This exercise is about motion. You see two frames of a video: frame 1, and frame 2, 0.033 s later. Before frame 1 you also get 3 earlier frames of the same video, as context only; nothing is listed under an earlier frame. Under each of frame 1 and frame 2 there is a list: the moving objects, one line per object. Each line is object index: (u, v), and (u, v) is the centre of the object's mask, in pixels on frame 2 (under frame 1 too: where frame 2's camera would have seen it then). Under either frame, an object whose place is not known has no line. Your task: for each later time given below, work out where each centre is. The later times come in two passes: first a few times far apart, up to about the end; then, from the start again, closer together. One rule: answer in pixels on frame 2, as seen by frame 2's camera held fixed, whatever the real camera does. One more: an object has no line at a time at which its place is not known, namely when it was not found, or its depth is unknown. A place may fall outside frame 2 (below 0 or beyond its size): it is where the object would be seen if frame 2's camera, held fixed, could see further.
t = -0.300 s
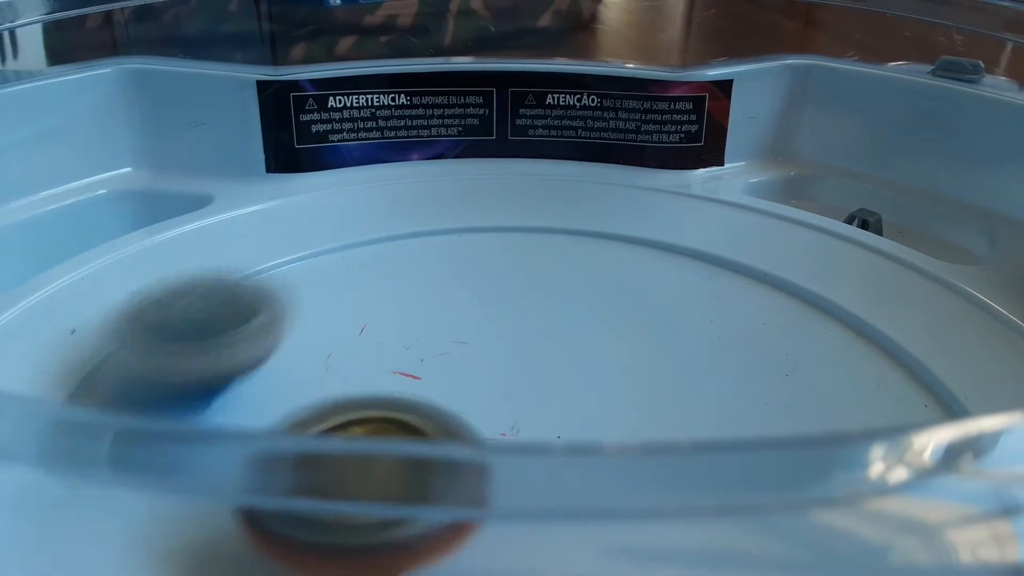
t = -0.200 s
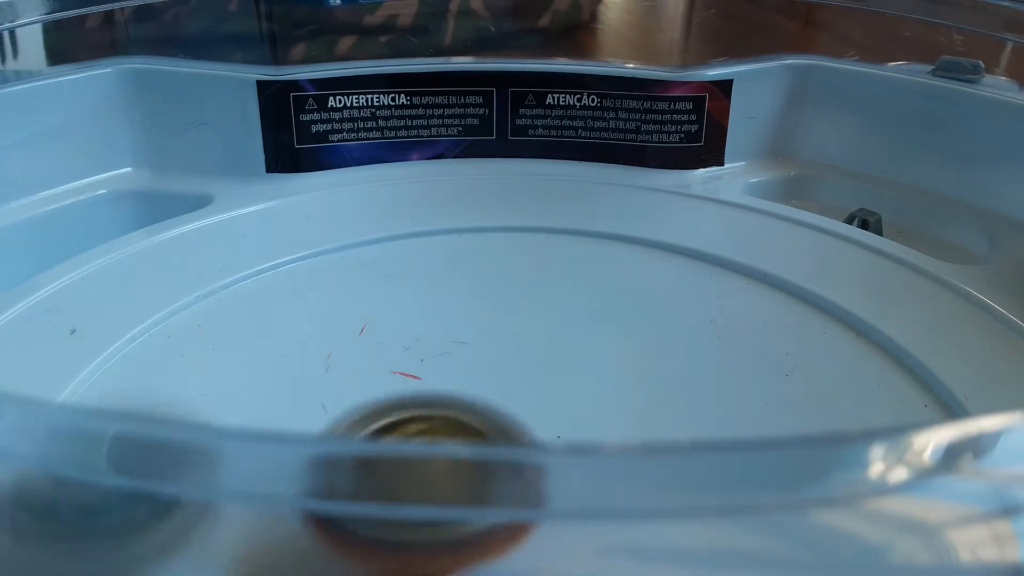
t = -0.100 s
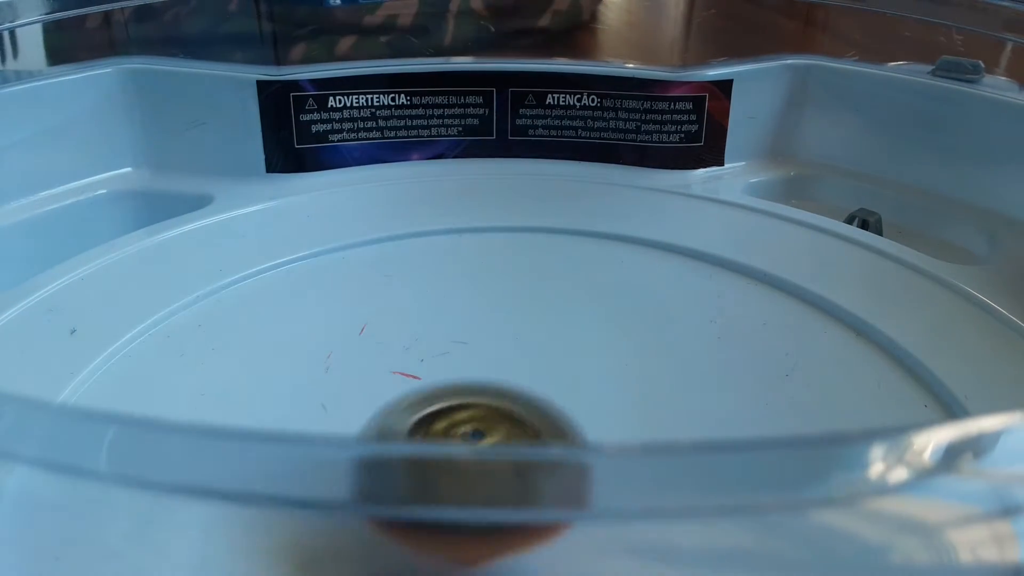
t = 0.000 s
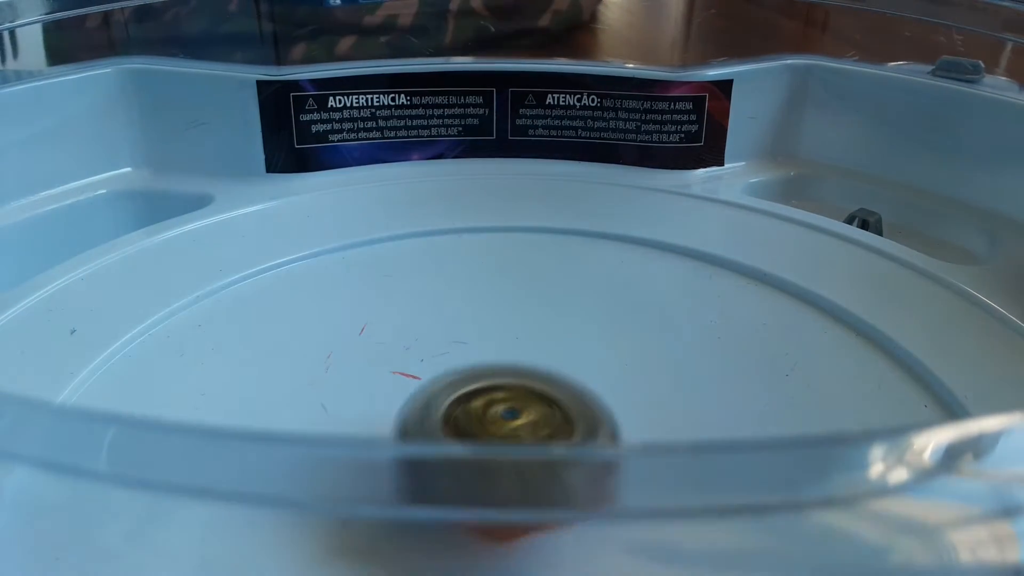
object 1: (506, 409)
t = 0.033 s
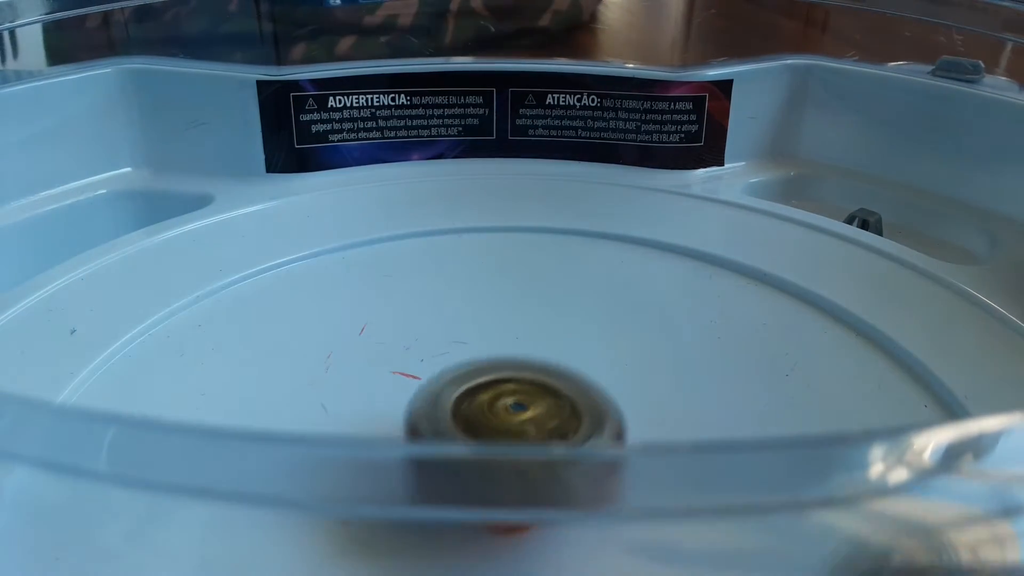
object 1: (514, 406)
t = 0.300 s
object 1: (540, 383)
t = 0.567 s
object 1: (533, 369)
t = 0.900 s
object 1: (518, 378)
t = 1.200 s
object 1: (532, 390)
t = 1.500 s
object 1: (543, 395)
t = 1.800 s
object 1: (539, 400)
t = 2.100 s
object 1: (525, 402)
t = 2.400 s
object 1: (507, 401)
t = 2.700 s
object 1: (488, 398)
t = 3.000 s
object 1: (477, 392)
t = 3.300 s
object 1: (481, 387)
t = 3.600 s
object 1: (496, 383)
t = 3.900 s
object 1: (515, 382)
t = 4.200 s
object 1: (534, 387)
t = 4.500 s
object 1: (543, 393)
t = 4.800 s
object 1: (538, 398)
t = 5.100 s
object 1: (520, 398)
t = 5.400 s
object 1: (502, 396)
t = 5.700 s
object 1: (486, 393)
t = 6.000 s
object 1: (487, 389)
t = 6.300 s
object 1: (498, 385)
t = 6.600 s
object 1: (515, 384)
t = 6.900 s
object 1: (529, 387)
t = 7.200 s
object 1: (536, 391)
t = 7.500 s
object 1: (529, 395)
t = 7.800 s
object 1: (506, 395)
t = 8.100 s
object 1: (488, 397)
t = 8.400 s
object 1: (488, 396)
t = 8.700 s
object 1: (501, 393)
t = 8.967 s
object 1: (518, 391)
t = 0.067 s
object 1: (520, 403)
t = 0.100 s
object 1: (525, 400)
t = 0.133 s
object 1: (528, 396)
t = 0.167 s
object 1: (532, 394)
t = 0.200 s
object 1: (535, 391)
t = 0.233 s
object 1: (537, 388)
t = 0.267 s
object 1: (538, 386)
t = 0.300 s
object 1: (540, 383)
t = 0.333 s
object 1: (540, 381)
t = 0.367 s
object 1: (541, 379)
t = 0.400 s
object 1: (540, 377)
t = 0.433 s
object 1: (539, 376)
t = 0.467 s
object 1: (538, 373)
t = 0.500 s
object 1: (536, 372)
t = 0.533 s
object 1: (534, 371)
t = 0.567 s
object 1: (533, 369)
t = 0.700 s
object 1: (526, 369)
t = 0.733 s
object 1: (524, 370)
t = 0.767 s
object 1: (523, 371)
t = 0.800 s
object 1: (521, 373)
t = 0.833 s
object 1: (520, 375)
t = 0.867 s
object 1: (519, 376)
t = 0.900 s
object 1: (518, 378)
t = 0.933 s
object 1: (518, 380)
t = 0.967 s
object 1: (518, 381)
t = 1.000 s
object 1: (519, 383)
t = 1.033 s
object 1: (521, 384)
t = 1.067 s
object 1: (522, 386)
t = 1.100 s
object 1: (524, 388)
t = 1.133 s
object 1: (527, 388)
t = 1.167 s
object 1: (529, 389)
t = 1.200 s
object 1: (532, 390)
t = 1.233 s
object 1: (534, 391)
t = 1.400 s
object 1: (542, 393)
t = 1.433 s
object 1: (542, 393)
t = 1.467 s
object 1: (543, 394)
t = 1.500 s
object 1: (543, 395)
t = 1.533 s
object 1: (544, 395)
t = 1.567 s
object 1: (543, 396)
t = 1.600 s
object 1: (543, 396)
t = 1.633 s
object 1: (544, 397)
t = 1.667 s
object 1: (543, 398)
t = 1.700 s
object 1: (543, 398)
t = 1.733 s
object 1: (542, 399)
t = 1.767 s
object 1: (540, 399)
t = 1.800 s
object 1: (539, 400)
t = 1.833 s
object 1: (538, 400)
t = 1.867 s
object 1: (536, 401)
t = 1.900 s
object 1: (535, 401)
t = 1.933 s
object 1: (534, 401)
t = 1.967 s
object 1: (533, 401)
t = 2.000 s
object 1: (531, 402)
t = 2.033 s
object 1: (529, 402)
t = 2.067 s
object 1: (527, 402)
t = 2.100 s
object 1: (525, 402)
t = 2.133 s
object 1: (523, 402)
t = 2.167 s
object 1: (521, 402)
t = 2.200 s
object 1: (518, 402)
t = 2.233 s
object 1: (517, 402)
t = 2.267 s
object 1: (515, 402)
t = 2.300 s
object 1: (513, 402)
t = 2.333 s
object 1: (511, 401)
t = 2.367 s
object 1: (509, 402)
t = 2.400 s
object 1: (507, 401)
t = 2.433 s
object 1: (505, 401)
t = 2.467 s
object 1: (503, 401)
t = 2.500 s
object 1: (501, 400)
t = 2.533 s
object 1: (498, 400)
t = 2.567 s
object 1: (496, 399)
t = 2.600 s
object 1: (494, 400)
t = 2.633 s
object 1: (491, 399)
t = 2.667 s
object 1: (490, 399)
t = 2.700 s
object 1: (488, 398)
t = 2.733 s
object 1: (485, 397)
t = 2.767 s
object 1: (484, 396)
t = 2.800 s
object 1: (482, 396)
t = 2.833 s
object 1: (481, 395)
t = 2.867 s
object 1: (479, 395)
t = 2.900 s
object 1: (478, 394)
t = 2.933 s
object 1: (478, 393)
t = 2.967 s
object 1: (477, 393)
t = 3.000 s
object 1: (477, 392)
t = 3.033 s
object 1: (477, 391)
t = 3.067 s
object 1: (477, 391)
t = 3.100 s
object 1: (477, 390)
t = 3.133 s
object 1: (477, 390)
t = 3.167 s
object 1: (478, 389)
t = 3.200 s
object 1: (478, 388)
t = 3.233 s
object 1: (479, 387)
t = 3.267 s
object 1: (481, 387)
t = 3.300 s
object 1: (481, 387)
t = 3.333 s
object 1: (482, 386)
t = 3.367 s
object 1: (484, 385)
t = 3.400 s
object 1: (485, 384)
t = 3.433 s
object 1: (487, 384)
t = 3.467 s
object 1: (489, 384)
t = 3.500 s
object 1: (490, 383)
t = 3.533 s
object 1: (492, 383)
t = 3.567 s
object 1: (494, 383)
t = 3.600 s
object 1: (496, 383)
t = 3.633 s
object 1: (498, 382)
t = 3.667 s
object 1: (500, 382)
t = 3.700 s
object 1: (503, 382)
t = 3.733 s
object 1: (505, 382)
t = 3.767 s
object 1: (507, 382)
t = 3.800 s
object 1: (509, 382)
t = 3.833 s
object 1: (511, 382)
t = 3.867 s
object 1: (513, 382)
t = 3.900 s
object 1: (515, 382)
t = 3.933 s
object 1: (517, 383)
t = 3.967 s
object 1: (520, 383)
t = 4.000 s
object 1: (522, 384)
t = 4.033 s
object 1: (524, 384)
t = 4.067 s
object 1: (526, 385)
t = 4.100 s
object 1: (528, 386)
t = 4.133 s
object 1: (531, 386)
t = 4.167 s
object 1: (532, 387)
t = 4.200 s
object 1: (534, 387)
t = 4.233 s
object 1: (536, 387)
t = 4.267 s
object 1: (537, 388)
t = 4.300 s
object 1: (538, 388)
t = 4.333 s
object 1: (539, 389)
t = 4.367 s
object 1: (540, 390)
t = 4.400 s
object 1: (541, 390)
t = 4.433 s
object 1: (541, 391)
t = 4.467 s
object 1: (542, 392)
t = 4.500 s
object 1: (543, 393)
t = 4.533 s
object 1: (543, 393)
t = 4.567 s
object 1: (543, 393)
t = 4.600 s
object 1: (543, 394)
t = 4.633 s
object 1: (542, 395)
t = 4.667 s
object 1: (542, 395)
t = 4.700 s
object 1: (541, 396)
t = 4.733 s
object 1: (540, 396)
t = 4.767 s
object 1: (539, 397)
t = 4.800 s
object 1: (538, 398)
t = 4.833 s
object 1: (536, 398)
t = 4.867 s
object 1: (535, 398)
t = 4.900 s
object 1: (533, 398)
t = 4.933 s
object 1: (531, 399)
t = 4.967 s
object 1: (529, 399)
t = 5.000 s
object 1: (526, 398)
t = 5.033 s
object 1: (524, 399)
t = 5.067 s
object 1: (521, 398)
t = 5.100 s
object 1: (520, 398)
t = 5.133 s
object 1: (517, 398)
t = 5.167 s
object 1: (515, 397)
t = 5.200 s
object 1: (513, 398)
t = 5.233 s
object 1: (512, 397)
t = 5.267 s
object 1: (510, 397)
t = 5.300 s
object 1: (508, 397)
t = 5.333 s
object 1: (506, 396)
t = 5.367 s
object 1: (504, 396)
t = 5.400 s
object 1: (502, 396)
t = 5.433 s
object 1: (499, 396)
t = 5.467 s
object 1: (497, 395)
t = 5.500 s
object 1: (496, 395)
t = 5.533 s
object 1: (494, 395)
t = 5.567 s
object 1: (492, 395)
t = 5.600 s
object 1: (490, 394)
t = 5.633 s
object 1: (489, 394)
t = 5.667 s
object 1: (488, 394)
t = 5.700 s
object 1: (486, 393)
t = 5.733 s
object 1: (485, 393)
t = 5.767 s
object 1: (485, 393)
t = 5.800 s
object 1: (484, 392)
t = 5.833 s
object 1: (484, 391)
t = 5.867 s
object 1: (484, 391)
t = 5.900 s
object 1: (484, 391)
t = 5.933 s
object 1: (485, 390)
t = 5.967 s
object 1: (486, 389)
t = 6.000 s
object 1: (487, 389)
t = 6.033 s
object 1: (487, 389)
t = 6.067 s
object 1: (488, 388)
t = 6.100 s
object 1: (489, 387)
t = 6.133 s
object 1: (491, 387)
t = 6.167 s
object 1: (492, 387)
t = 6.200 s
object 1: (493, 386)
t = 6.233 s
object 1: (495, 386)
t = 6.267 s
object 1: (496, 385)
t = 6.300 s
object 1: (498, 385)
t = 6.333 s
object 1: (500, 384)
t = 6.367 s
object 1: (502, 384)
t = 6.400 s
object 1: (504, 384)
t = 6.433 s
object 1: (505, 384)
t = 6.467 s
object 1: (507, 384)
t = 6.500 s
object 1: (509, 383)
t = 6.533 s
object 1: (511, 384)
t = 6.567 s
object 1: (513, 384)
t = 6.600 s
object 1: (515, 384)
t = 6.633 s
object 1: (517, 384)
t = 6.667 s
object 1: (518, 384)
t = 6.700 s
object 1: (520, 385)
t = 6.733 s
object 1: (522, 384)
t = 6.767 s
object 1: (523, 385)
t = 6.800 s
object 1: (525, 385)
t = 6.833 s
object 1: (527, 386)
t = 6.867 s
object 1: (528, 387)
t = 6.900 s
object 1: (529, 387)
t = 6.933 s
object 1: (530, 387)
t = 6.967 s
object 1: (532, 387)
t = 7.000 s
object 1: (533, 388)
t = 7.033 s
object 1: (534, 388)
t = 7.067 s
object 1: (535, 389)
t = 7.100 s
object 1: (536, 390)
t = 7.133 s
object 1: (536, 391)
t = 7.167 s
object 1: (536, 391)
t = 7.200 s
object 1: (536, 391)
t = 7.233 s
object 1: (537, 392)
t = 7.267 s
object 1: (536, 392)
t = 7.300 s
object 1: (536, 393)
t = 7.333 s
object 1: (536, 394)
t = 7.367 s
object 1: (535, 394)
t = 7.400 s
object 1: (534, 395)
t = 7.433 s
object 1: (532, 395)
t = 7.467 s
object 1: (530, 395)
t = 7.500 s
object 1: (529, 395)
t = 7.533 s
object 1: (527, 395)
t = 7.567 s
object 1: (525, 395)
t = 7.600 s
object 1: (523, 395)
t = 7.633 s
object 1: (521, 395)
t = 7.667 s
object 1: (519, 395)
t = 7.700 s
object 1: (516, 395)
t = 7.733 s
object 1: (512, 395)
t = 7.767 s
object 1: (509, 395)
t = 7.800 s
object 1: (506, 395)
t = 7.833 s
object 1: (504, 395)
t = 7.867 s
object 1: (501, 396)
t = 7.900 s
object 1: (498, 396)
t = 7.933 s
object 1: (496, 396)
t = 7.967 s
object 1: (494, 396)
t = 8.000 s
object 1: (493, 396)
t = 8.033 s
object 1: (491, 396)
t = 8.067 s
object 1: (490, 396)
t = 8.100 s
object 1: (488, 397)
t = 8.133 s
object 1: (487, 396)
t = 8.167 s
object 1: (487, 396)
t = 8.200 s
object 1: (487, 396)
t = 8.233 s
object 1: (487, 396)
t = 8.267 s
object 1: (487, 396)
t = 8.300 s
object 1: (487, 396)
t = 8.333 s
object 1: (487, 396)
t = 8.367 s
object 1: (487, 395)
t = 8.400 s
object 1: (488, 396)
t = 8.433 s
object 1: (488, 395)
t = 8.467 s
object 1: (489, 395)
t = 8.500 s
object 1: (490, 395)
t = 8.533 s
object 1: (491, 395)
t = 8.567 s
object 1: (493, 395)
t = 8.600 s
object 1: (494, 394)
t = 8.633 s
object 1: (496, 394)
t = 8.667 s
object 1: (498, 394)
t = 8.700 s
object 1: (501, 393)
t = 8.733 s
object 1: (503, 393)
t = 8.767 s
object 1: (506, 394)
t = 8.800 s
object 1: (508, 393)
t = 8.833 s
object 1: (511, 392)
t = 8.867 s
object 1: (513, 392)
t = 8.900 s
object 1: (515, 391)
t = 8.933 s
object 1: (517, 391)
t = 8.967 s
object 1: (518, 391)
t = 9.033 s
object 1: (521, 391)
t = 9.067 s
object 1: (522, 390)
